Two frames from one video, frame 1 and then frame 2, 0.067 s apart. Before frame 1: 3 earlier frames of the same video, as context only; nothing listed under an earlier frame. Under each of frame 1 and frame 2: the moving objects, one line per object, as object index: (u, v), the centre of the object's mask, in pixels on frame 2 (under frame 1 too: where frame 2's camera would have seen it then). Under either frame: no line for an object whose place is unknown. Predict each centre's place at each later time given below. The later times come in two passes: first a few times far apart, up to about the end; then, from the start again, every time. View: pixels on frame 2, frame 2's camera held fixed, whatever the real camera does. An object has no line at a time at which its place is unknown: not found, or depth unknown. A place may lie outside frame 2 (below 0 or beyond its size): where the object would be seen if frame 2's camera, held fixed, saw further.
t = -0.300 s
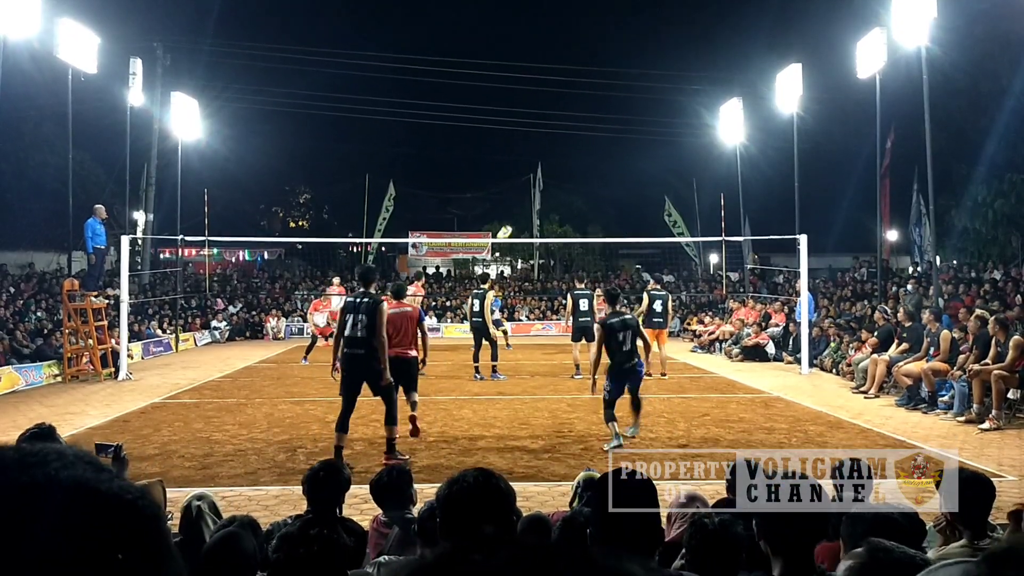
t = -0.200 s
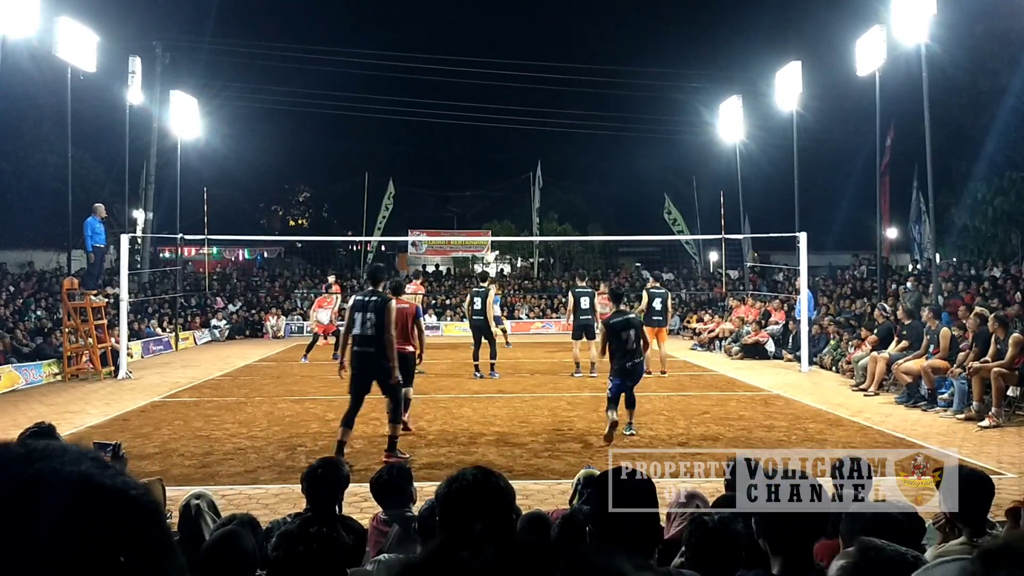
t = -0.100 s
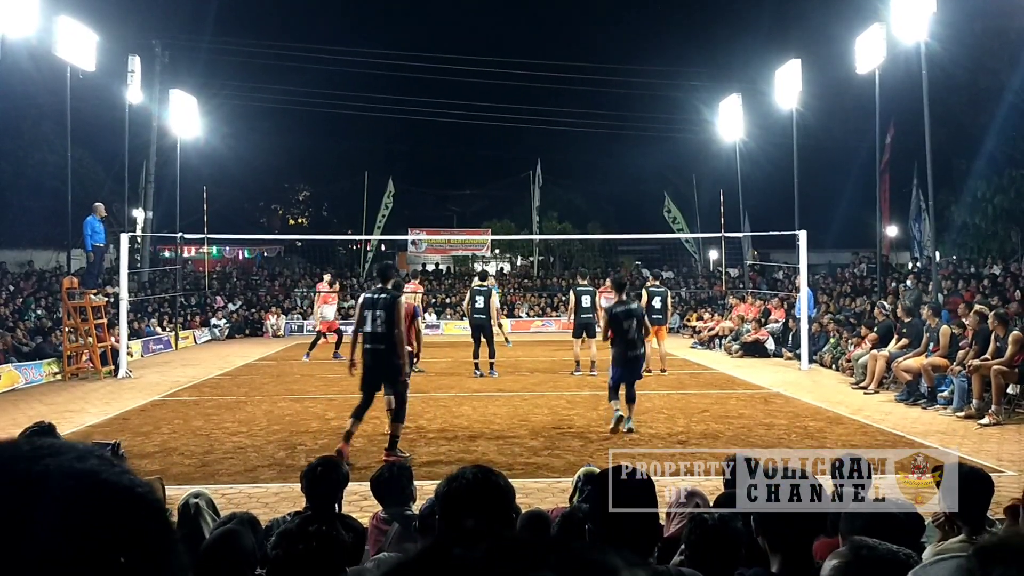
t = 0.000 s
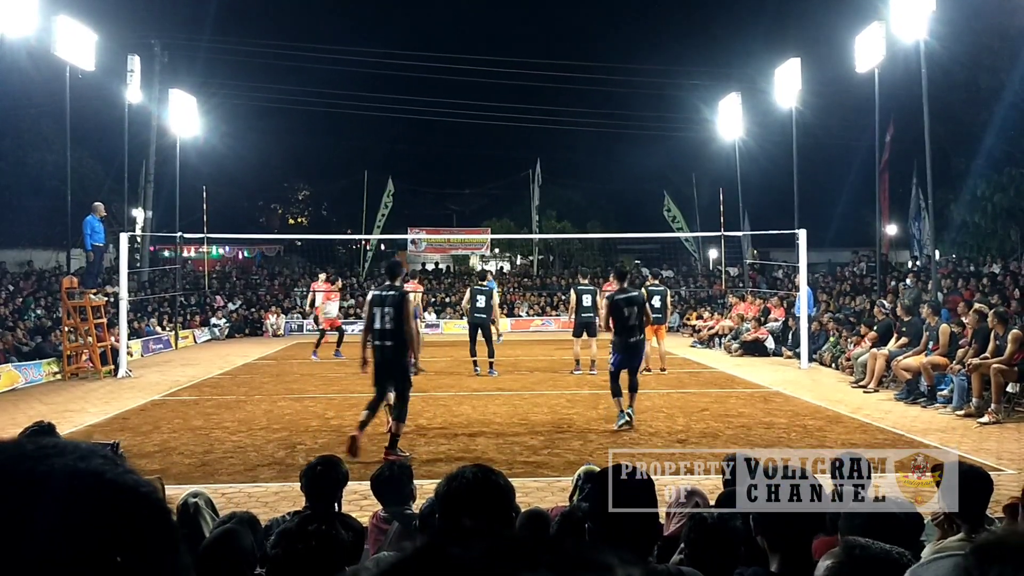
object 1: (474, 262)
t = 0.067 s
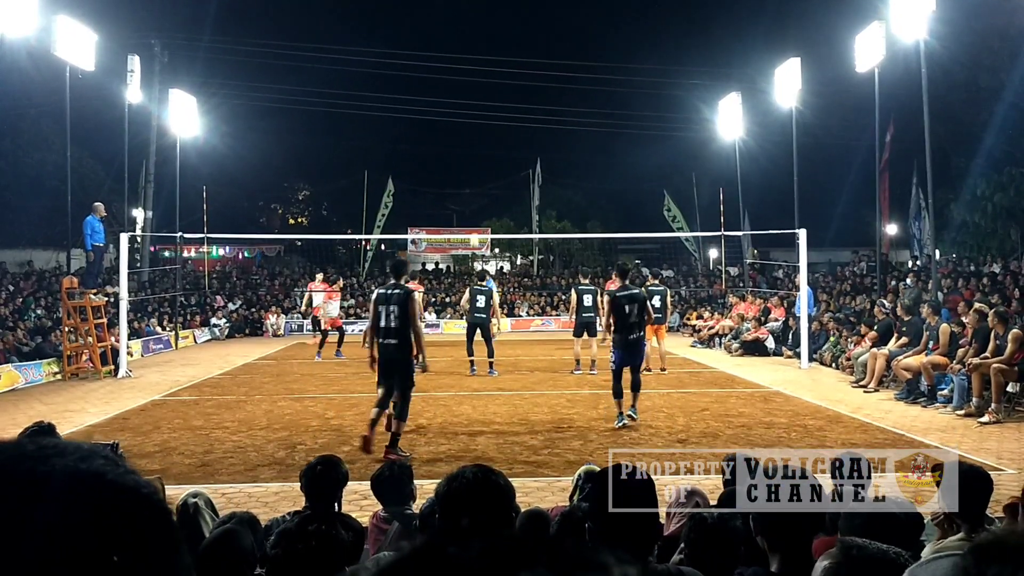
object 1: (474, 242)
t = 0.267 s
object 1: (474, 189)
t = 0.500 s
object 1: (473, 146)
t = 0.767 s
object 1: (473, 121)
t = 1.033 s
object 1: (473, 128)
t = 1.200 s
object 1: (473, 151)
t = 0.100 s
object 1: (474, 229)
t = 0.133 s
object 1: (474, 221)
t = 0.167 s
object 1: (474, 213)
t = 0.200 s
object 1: (474, 205)
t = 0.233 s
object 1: (474, 197)
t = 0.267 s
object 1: (474, 189)
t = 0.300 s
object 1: (474, 182)
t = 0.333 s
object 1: (474, 175)
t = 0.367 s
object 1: (474, 168)
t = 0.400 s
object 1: (473, 162)
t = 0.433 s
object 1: (473, 156)
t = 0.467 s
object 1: (473, 150)
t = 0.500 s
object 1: (473, 146)
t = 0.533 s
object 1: (473, 141)
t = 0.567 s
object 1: (473, 137)
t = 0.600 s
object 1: (473, 133)
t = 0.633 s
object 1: (473, 130)
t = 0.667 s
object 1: (473, 127)
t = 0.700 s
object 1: (473, 124)
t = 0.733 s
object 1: (473, 123)
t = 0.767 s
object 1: (473, 121)
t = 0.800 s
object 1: (473, 120)
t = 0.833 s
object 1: (473, 120)
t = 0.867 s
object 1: (473, 120)
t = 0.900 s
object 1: (473, 120)
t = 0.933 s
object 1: (473, 122)
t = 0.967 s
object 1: (473, 123)
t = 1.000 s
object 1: (473, 126)
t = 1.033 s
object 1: (473, 128)
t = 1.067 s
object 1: (473, 132)
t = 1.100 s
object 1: (473, 136)
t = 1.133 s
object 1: (473, 140)
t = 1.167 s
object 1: (473, 146)
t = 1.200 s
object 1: (473, 151)
